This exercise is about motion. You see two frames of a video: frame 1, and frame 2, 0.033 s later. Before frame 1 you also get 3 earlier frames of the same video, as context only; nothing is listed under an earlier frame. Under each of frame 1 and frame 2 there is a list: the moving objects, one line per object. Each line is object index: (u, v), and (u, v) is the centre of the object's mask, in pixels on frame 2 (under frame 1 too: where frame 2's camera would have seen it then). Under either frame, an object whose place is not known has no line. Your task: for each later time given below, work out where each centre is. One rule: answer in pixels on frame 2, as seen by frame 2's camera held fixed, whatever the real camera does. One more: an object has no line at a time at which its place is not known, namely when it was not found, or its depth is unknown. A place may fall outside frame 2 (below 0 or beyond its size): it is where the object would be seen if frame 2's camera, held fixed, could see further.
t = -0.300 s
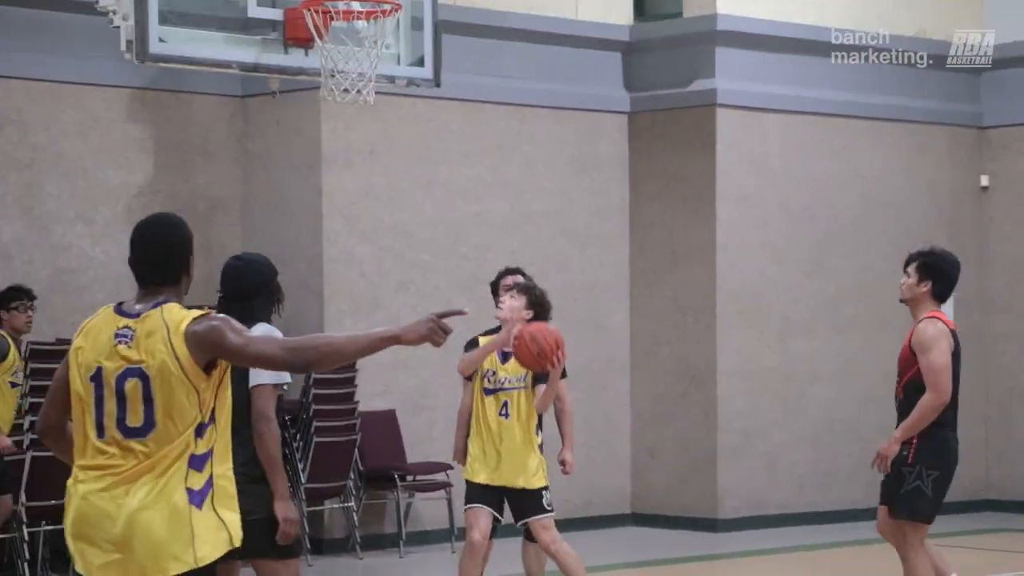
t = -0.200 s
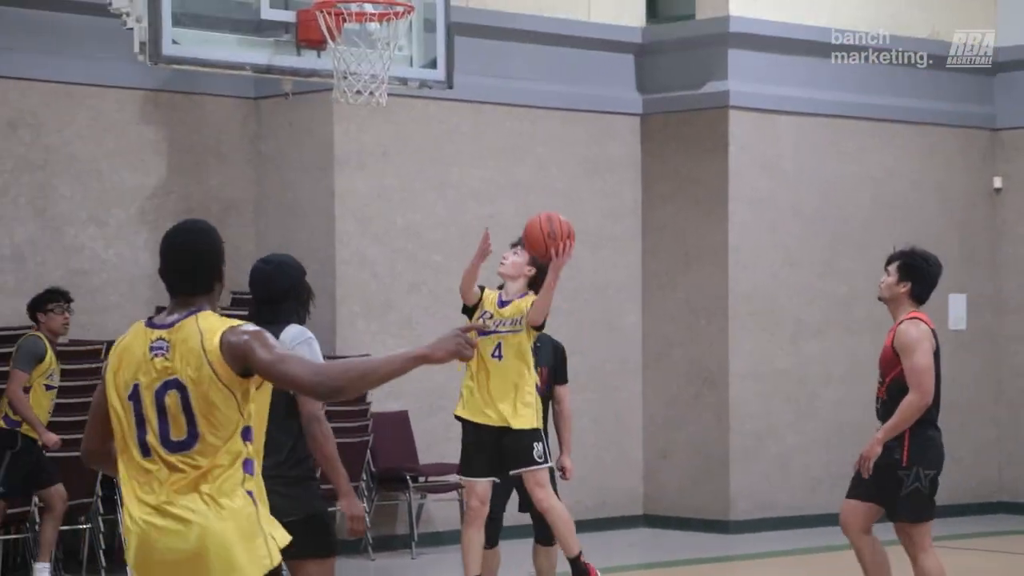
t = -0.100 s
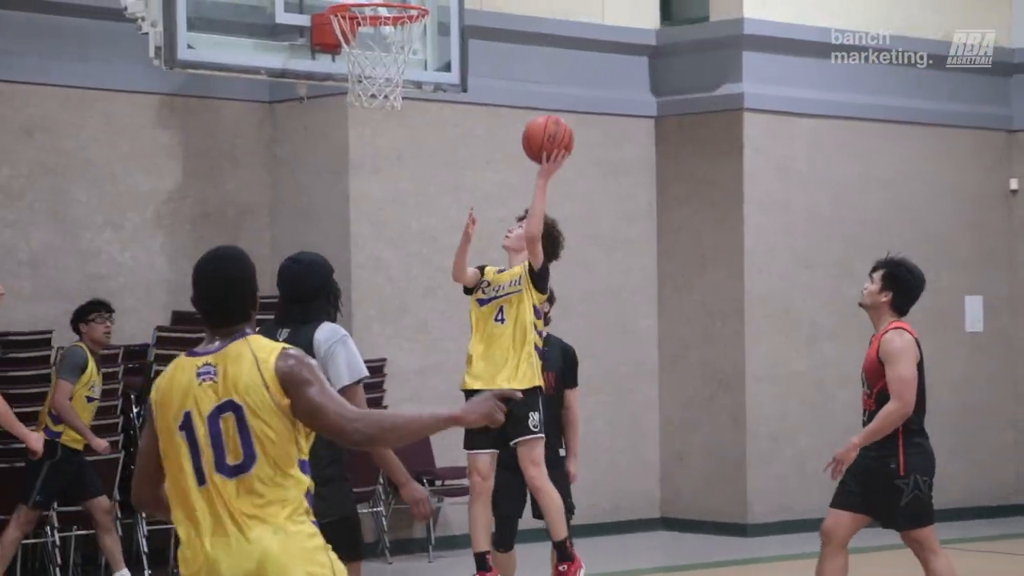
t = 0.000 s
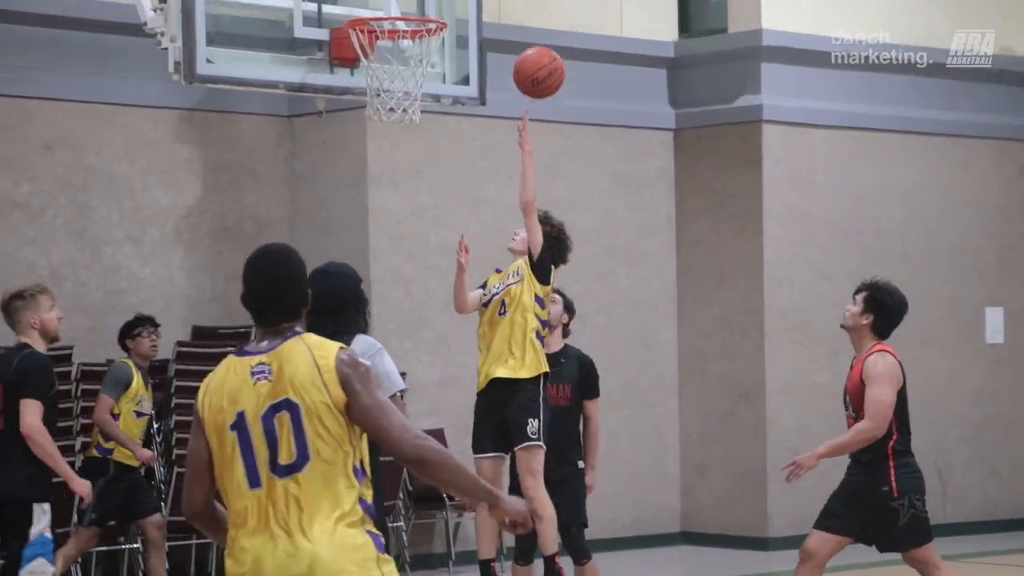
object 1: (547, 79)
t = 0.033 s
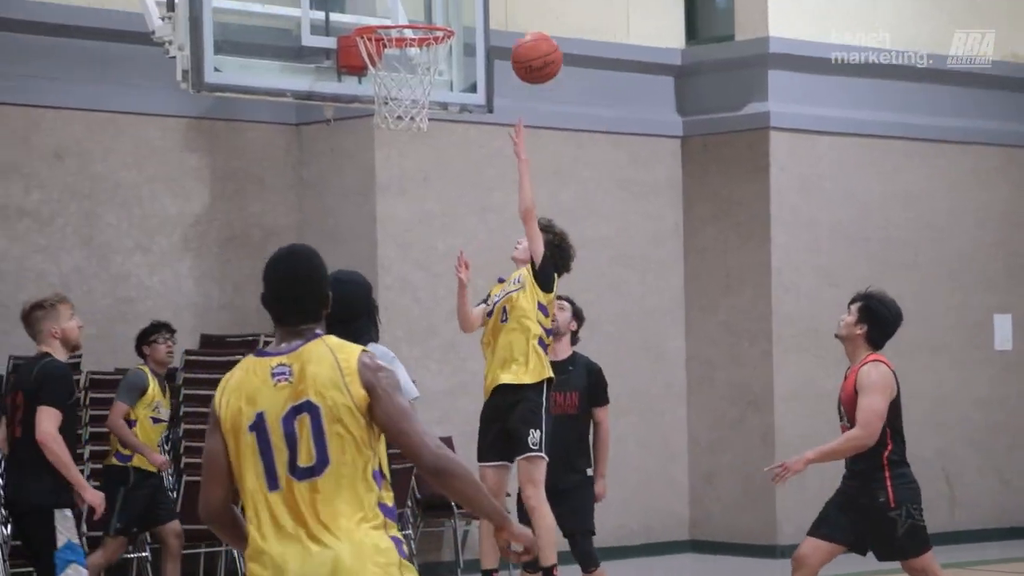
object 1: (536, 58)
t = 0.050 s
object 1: (531, 48)
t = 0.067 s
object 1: (526, 39)
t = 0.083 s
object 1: (521, 29)
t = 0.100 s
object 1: (516, 21)
